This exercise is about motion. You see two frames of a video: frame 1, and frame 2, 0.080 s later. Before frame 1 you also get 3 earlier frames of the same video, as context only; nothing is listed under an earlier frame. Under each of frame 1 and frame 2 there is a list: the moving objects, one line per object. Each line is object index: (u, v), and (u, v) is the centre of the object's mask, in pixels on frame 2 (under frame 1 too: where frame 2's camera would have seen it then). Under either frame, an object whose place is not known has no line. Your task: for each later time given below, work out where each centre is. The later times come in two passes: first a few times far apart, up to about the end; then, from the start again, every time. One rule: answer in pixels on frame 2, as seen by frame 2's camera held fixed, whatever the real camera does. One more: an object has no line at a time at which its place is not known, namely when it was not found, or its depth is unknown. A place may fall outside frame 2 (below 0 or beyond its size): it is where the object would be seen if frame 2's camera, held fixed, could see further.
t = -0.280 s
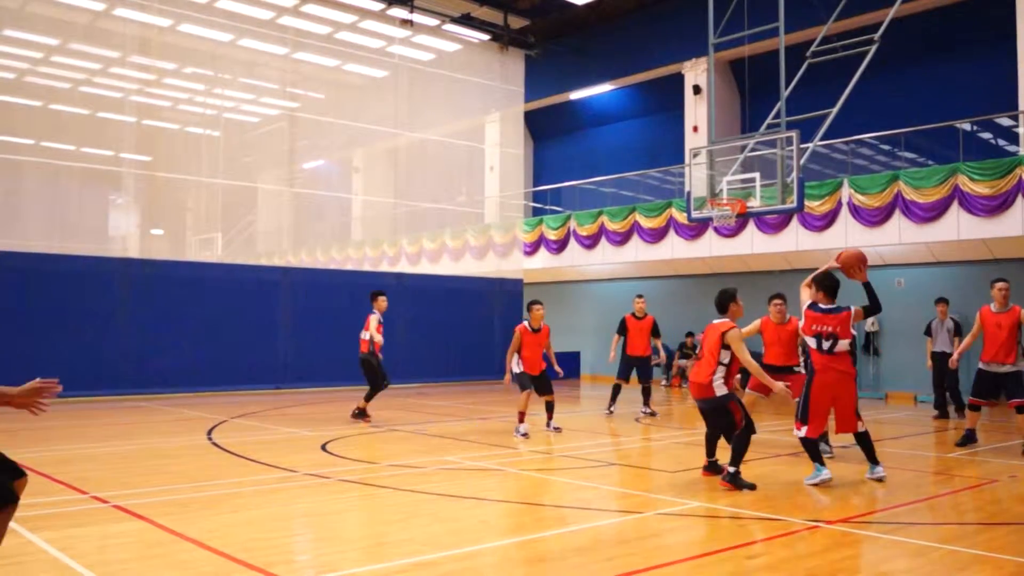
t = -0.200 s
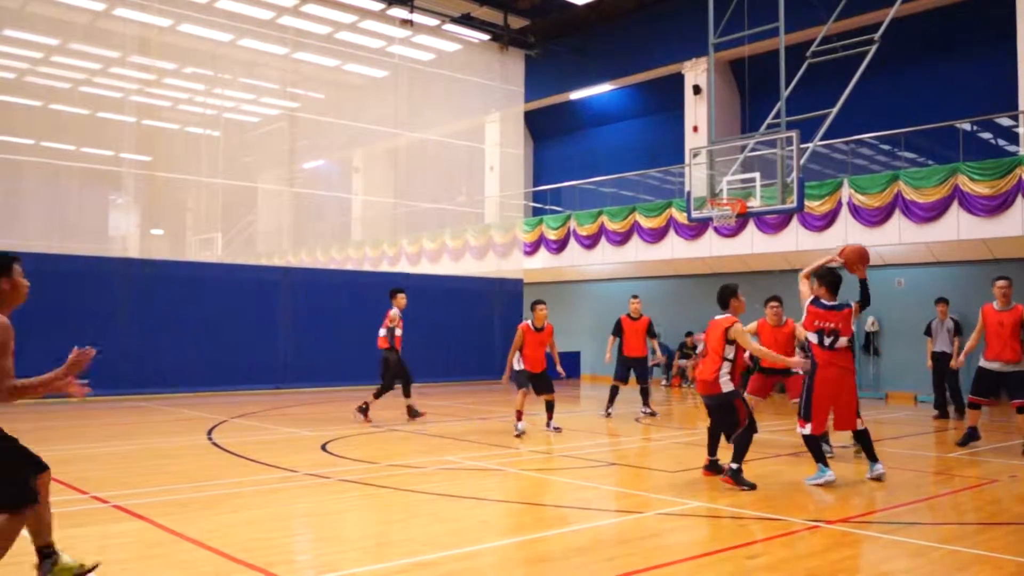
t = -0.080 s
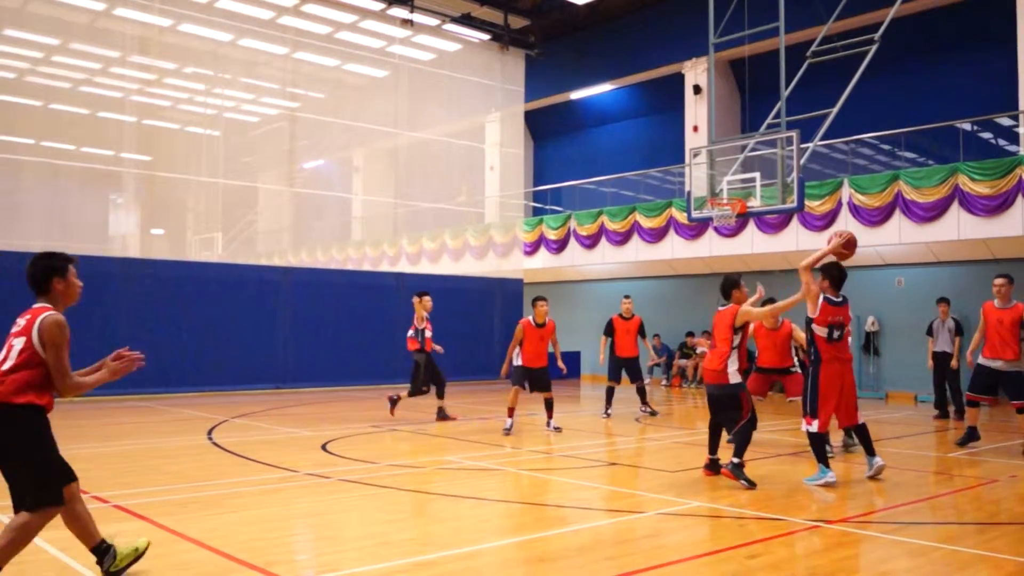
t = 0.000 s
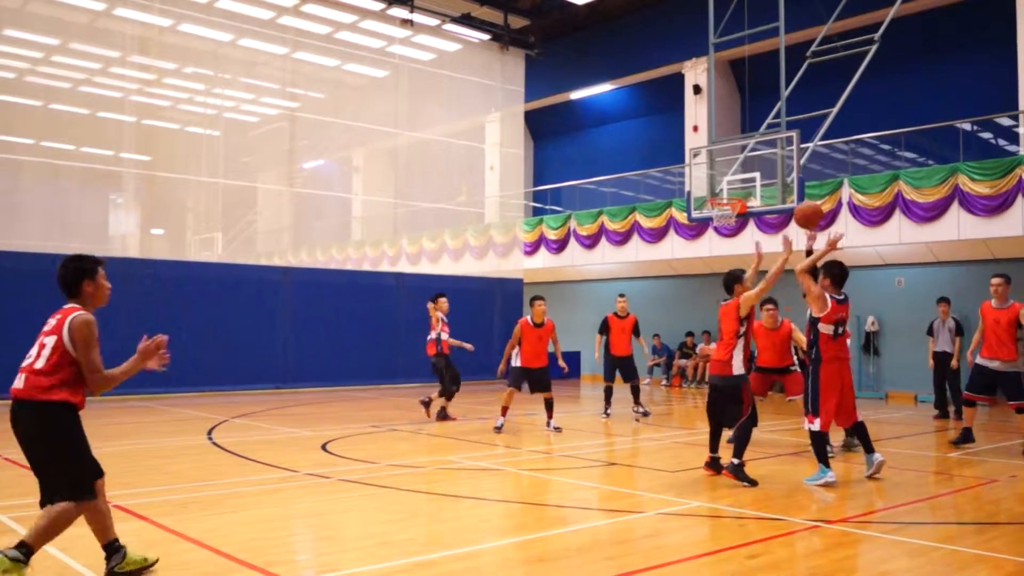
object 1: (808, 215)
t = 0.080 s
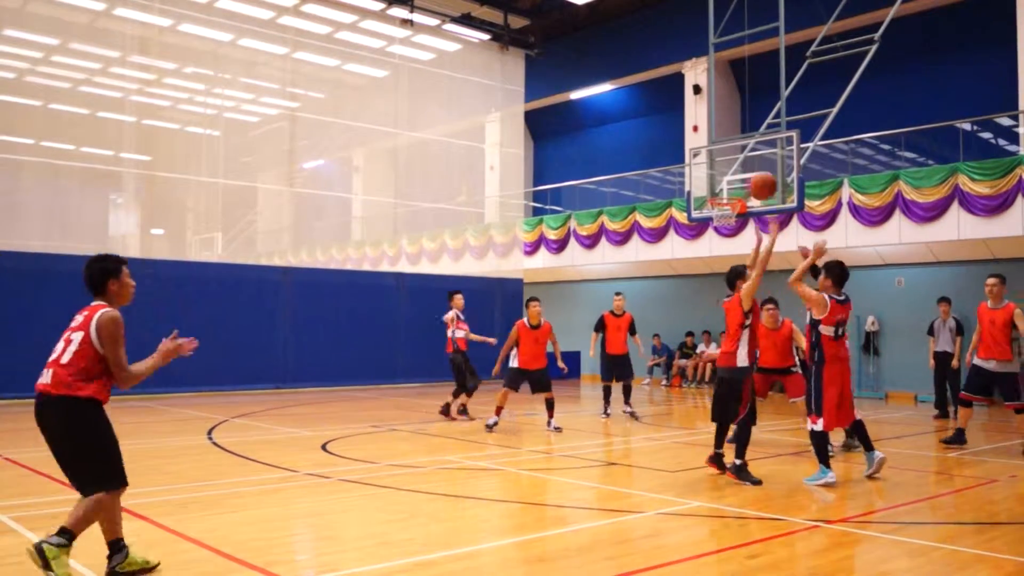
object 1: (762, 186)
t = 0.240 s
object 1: (667, 148)
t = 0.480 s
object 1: (514, 148)
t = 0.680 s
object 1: (377, 206)
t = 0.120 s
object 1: (739, 174)
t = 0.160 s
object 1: (715, 164)
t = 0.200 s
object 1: (691, 155)
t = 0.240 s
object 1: (667, 148)
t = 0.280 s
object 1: (643, 143)
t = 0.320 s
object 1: (618, 140)
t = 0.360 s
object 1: (592, 139)
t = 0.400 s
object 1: (567, 140)
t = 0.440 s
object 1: (541, 143)
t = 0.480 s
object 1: (514, 148)
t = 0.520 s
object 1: (488, 155)
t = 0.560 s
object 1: (461, 165)
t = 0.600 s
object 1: (433, 176)
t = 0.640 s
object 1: (405, 190)
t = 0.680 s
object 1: (377, 206)
